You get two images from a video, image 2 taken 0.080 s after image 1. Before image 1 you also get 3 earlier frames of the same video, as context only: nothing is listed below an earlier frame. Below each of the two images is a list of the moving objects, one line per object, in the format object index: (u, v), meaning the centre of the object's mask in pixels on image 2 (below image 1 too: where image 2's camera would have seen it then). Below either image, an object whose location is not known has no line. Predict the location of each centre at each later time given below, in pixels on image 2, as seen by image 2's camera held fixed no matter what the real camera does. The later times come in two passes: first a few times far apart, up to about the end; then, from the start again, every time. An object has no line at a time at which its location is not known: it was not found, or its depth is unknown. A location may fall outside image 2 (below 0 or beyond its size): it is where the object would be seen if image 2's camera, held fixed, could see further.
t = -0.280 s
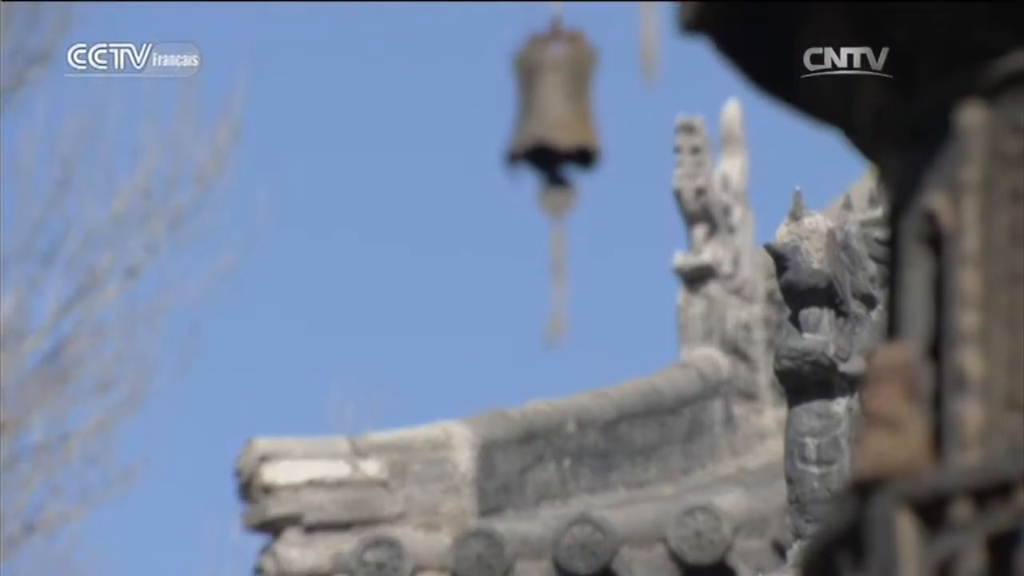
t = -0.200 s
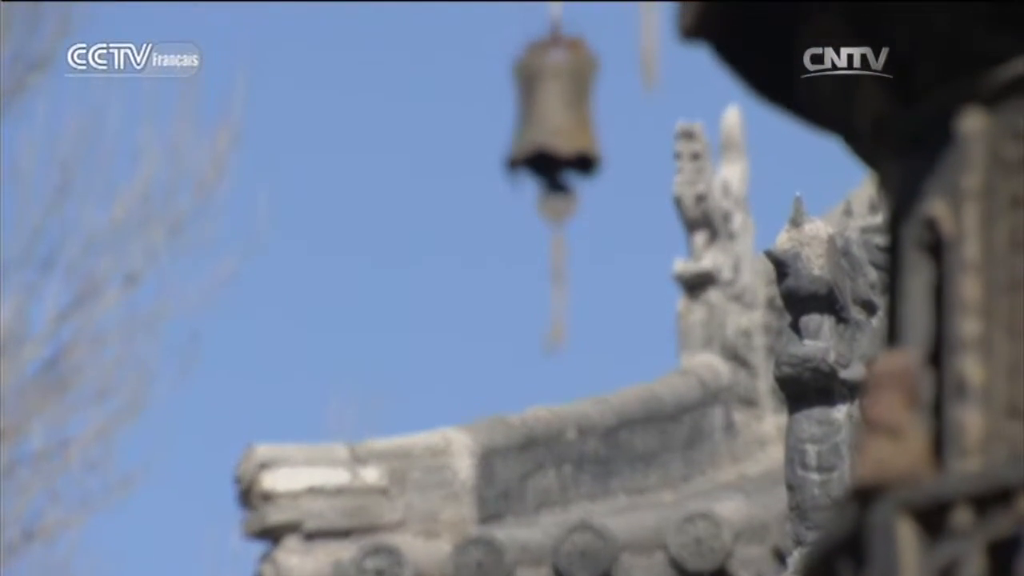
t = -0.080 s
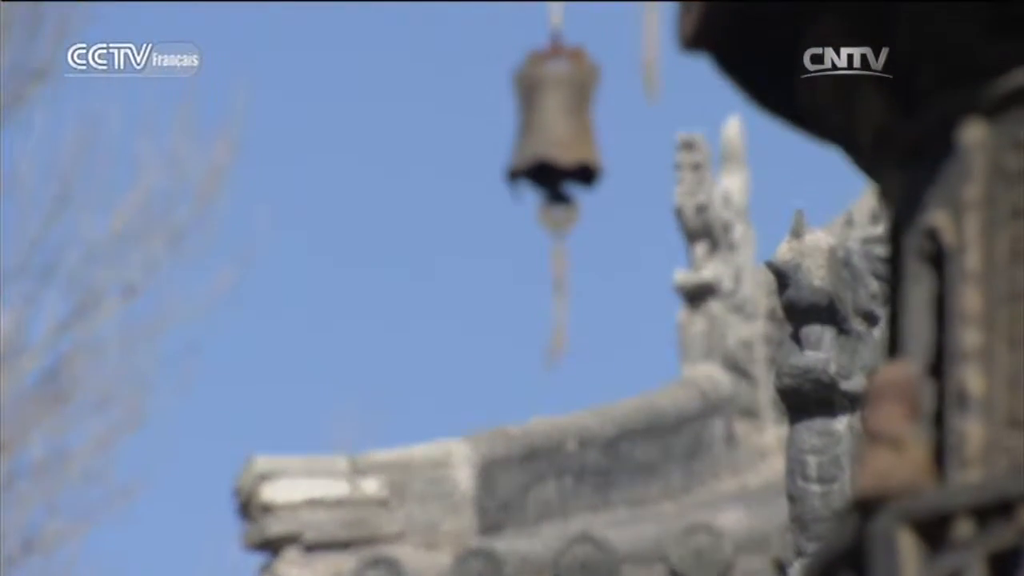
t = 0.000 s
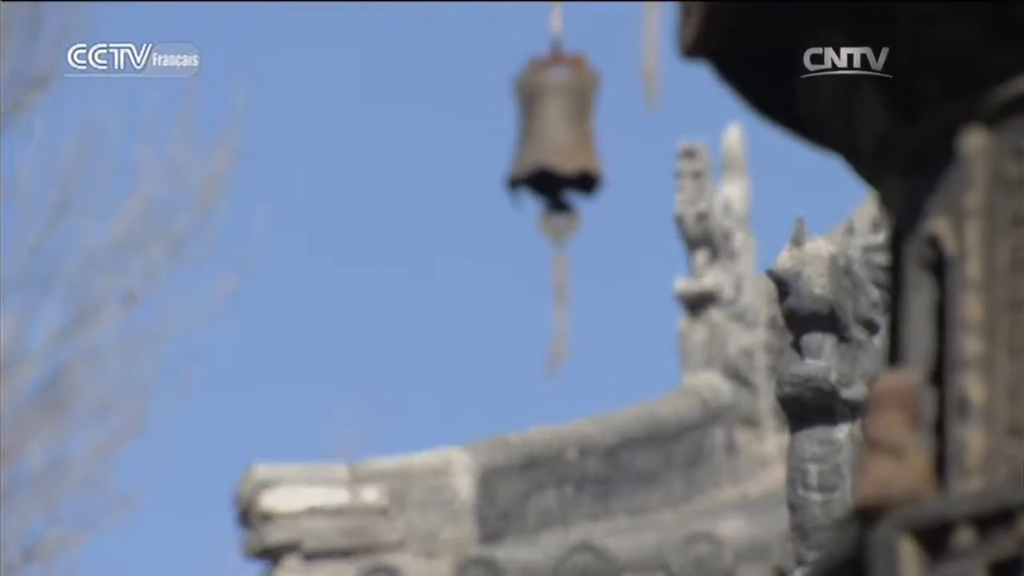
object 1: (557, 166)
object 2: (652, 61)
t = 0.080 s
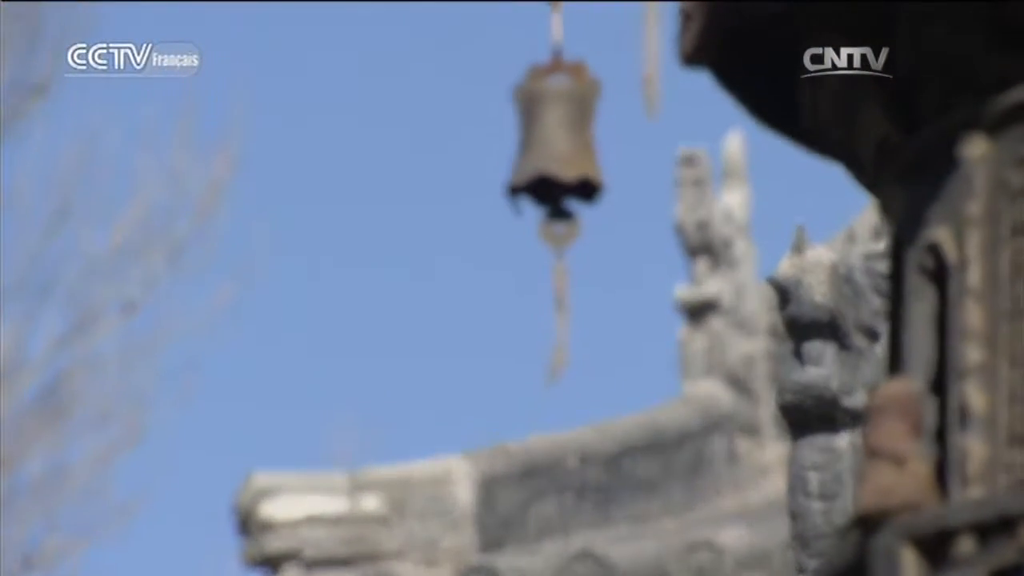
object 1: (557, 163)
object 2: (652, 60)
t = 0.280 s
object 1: (556, 158)
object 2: (651, 47)
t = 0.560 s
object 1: (556, 153)
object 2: (652, 37)
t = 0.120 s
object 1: (557, 162)
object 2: (651, 58)
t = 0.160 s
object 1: (557, 161)
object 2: (651, 55)
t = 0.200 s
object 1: (557, 160)
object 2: (651, 52)
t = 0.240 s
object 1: (556, 159)
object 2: (651, 50)
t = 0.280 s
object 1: (556, 158)
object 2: (651, 47)
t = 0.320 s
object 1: (556, 157)
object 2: (651, 45)
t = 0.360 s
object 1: (556, 157)
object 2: (651, 43)
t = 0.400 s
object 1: (556, 156)
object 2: (652, 42)
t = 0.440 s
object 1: (556, 155)
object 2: (652, 41)
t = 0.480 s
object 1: (556, 155)
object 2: (652, 40)
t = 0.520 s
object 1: (556, 154)
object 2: (652, 38)
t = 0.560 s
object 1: (556, 153)
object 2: (652, 37)
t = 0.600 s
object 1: (556, 153)
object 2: (653, 37)
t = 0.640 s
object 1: (556, 153)
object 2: (652, 35)
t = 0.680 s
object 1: (556, 152)
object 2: (652, 33)
